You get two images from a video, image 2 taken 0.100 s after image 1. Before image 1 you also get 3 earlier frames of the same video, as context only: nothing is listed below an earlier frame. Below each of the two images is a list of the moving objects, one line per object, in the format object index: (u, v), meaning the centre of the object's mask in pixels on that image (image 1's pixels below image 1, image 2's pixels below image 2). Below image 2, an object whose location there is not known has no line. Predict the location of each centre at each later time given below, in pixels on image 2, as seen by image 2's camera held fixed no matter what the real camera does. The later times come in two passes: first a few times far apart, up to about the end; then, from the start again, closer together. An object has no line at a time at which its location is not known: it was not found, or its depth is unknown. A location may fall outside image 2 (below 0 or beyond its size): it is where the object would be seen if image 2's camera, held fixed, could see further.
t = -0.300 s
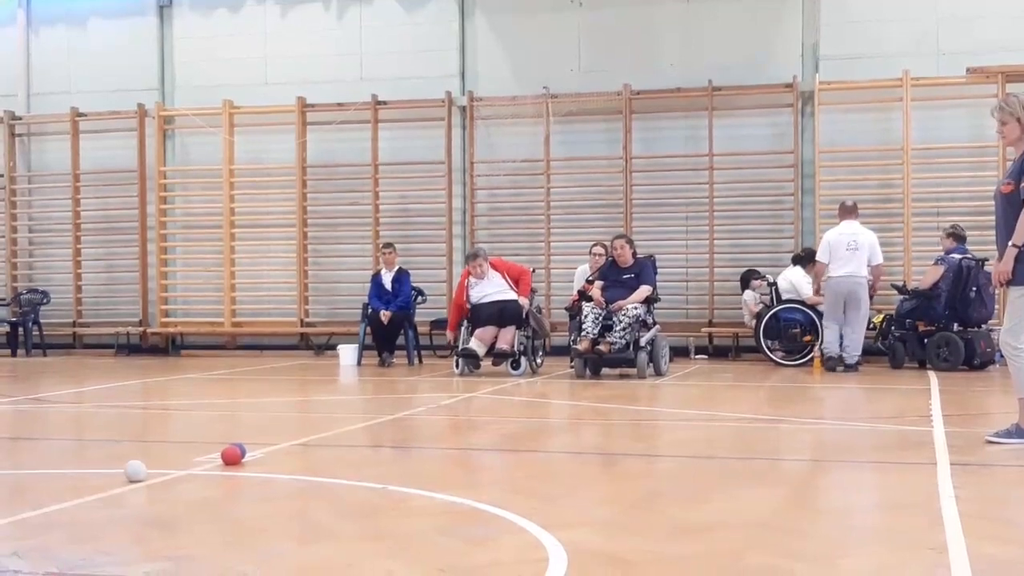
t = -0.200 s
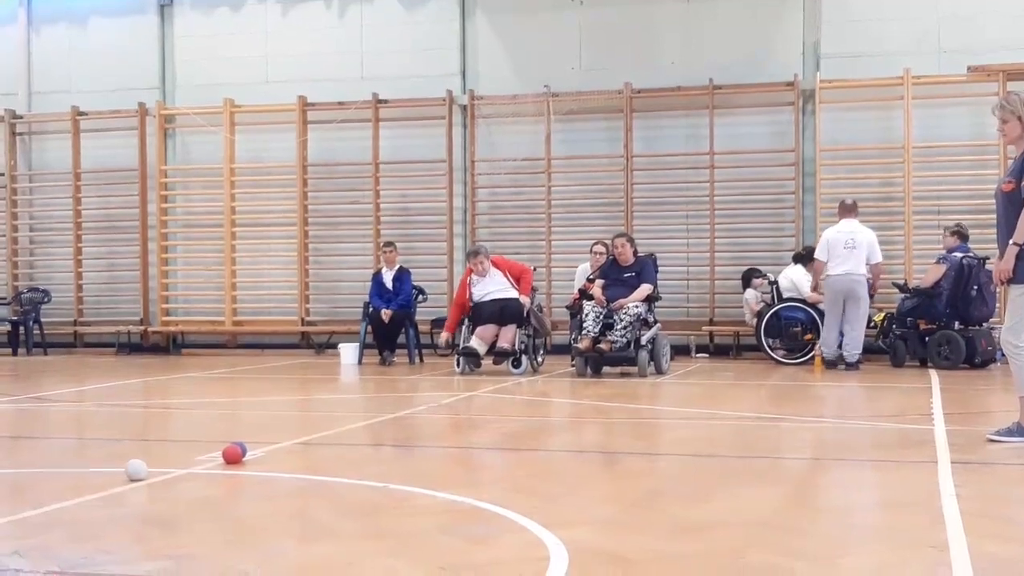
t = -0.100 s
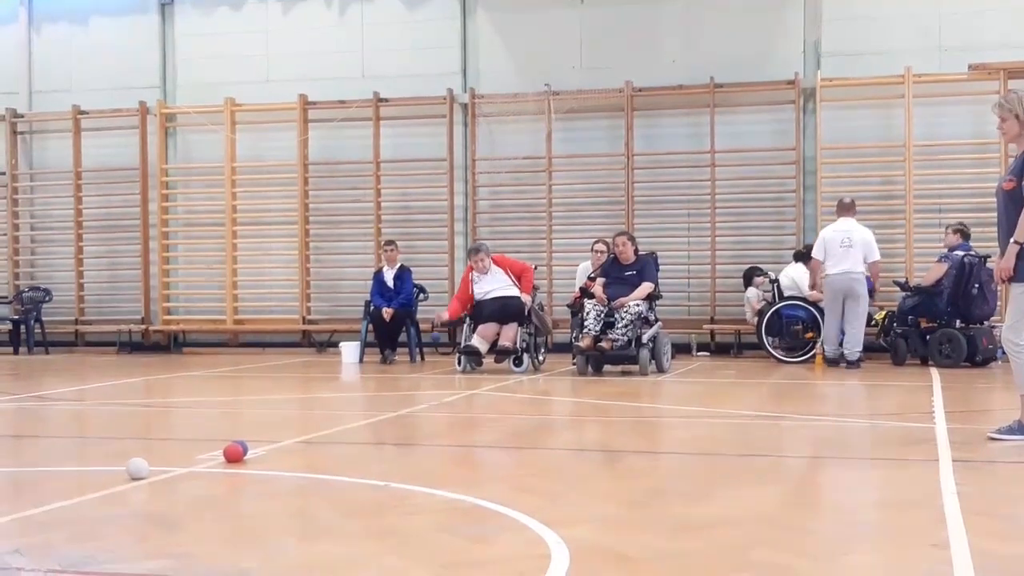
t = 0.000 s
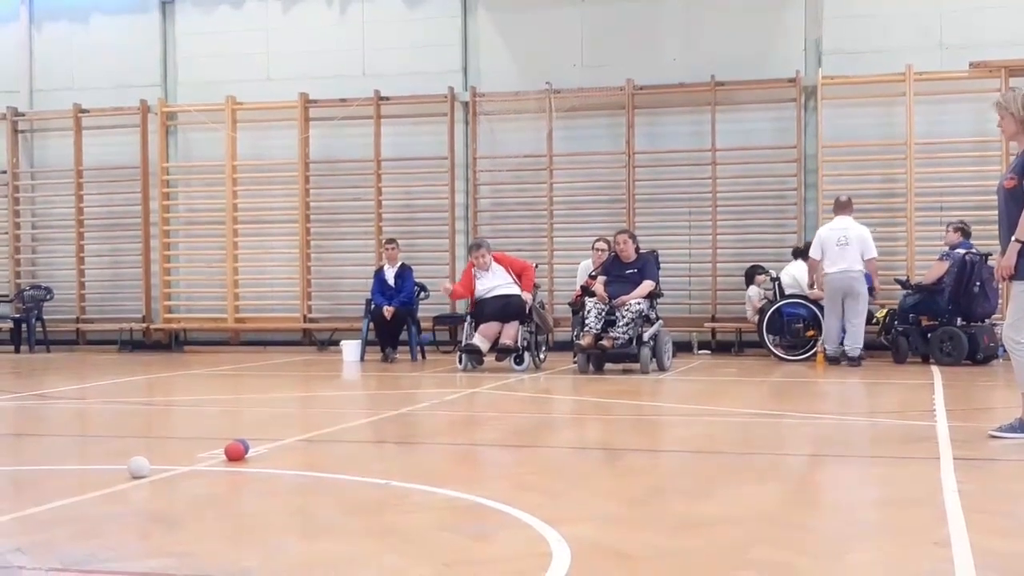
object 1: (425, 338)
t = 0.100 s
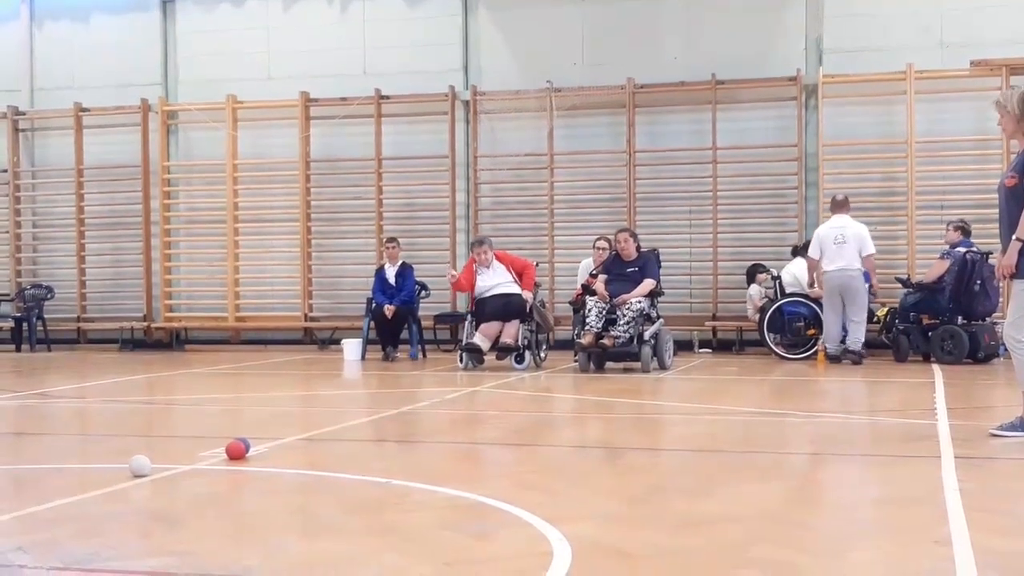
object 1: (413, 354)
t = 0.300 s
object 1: (391, 374)
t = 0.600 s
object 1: (362, 387)
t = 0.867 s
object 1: (337, 394)
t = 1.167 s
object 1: (310, 403)
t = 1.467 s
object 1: (282, 410)
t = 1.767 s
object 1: (257, 417)
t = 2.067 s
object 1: (232, 424)
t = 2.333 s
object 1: (212, 429)
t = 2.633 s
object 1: (194, 433)
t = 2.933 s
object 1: (180, 436)
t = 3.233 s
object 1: (172, 438)
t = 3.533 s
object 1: (172, 438)
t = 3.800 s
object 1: (173, 438)
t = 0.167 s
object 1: (403, 374)
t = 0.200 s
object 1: (400, 375)
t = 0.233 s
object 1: (396, 373)
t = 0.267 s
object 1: (394, 373)
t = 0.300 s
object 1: (391, 374)
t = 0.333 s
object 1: (387, 377)
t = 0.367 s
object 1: (384, 381)
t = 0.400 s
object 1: (381, 381)
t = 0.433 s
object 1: (378, 381)
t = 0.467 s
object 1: (374, 383)
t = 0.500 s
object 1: (371, 385)
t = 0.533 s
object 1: (368, 384)
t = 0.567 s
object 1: (365, 384)
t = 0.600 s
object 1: (362, 387)
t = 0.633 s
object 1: (358, 388)
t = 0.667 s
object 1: (355, 387)
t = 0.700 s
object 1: (352, 389)
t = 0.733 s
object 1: (349, 391)
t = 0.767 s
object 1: (346, 391)
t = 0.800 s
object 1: (343, 391)
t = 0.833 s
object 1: (340, 393)
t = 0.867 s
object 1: (337, 394)
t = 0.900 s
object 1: (334, 395)
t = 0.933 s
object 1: (331, 396)
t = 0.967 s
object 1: (328, 397)
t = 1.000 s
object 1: (325, 398)
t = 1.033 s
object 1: (322, 399)
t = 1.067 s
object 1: (319, 399)
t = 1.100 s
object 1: (316, 401)
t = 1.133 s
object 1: (313, 401)
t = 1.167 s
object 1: (310, 403)
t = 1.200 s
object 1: (306, 404)
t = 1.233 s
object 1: (303, 404)
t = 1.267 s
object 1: (301, 405)
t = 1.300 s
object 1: (297, 406)
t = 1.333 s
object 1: (294, 407)
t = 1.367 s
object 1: (291, 408)
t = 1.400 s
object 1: (288, 409)
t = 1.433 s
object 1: (285, 409)
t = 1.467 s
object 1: (282, 410)
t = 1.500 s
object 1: (280, 411)
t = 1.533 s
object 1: (276, 412)
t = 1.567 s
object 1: (273, 413)
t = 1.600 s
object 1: (270, 413)
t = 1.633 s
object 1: (268, 414)
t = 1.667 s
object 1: (265, 415)
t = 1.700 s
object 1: (262, 416)
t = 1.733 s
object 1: (259, 416)
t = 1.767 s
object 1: (257, 417)
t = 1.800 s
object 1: (253, 418)
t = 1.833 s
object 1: (251, 418)
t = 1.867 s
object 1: (248, 420)
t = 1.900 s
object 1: (245, 420)
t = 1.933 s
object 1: (242, 421)
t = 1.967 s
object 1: (240, 422)
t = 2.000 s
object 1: (237, 422)
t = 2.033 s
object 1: (234, 423)
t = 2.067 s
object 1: (232, 424)
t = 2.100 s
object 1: (230, 425)
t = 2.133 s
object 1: (227, 425)
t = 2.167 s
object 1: (224, 426)
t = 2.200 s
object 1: (222, 427)
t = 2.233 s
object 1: (219, 428)
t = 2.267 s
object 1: (217, 428)
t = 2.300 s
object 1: (215, 428)
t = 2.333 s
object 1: (212, 429)
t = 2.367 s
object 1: (210, 429)
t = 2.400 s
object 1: (208, 430)
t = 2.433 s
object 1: (206, 430)
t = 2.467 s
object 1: (203, 431)
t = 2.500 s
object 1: (202, 431)
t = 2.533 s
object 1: (200, 432)
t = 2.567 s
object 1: (197, 432)
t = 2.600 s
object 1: (195, 433)
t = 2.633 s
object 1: (194, 433)
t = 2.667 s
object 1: (192, 433)
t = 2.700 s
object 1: (190, 434)
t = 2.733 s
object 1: (189, 434)
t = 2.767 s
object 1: (187, 434)
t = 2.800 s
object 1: (186, 435)
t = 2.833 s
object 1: (185, 435)
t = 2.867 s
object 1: (183, 435)
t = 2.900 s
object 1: (182, 436)
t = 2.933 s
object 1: (180, 436)
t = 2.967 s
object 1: (179, 436)
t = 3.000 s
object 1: (178, 437)
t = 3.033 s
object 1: (177, 437)
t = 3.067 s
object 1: (176, 437)
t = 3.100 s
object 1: (175, 438)
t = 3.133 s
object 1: (174, 438)
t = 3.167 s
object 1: (173, 438)
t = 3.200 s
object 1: (173, 438)
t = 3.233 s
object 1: (172, 438)
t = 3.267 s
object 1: (172, 438)
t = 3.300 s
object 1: (172, 438)
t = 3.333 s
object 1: (172, 438)
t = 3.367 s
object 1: (172, 438)
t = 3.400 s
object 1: (172, 438)
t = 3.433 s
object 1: (172, 438)
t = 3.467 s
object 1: (172, 438)
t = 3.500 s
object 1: (173, 438)
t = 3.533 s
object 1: (172, 438)
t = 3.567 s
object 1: (173, 438)
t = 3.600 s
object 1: (173, 438)
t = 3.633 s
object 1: (173, 438)
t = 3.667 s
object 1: (172, 438)
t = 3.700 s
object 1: (173, 438)
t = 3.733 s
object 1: (173, 438)
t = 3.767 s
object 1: (173, 438)
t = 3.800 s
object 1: (173, 438)
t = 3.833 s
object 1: (173, 438)
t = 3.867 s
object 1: (173, 438)
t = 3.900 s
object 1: (173, 438)
